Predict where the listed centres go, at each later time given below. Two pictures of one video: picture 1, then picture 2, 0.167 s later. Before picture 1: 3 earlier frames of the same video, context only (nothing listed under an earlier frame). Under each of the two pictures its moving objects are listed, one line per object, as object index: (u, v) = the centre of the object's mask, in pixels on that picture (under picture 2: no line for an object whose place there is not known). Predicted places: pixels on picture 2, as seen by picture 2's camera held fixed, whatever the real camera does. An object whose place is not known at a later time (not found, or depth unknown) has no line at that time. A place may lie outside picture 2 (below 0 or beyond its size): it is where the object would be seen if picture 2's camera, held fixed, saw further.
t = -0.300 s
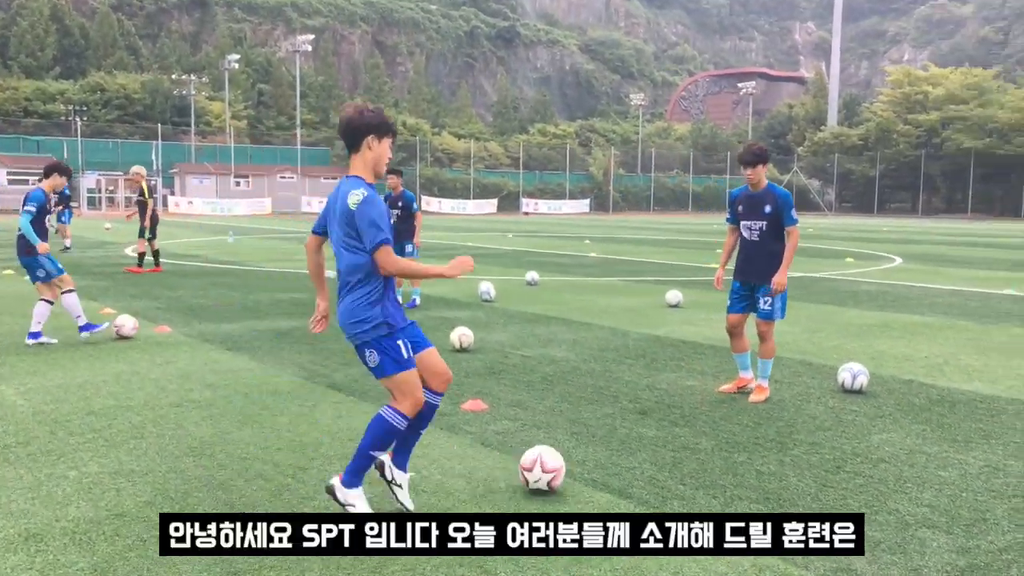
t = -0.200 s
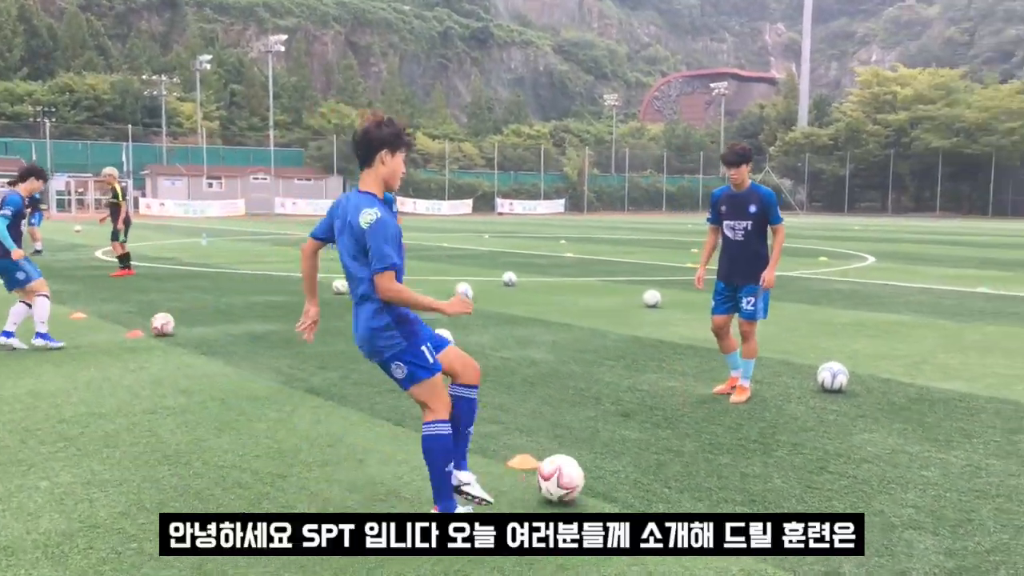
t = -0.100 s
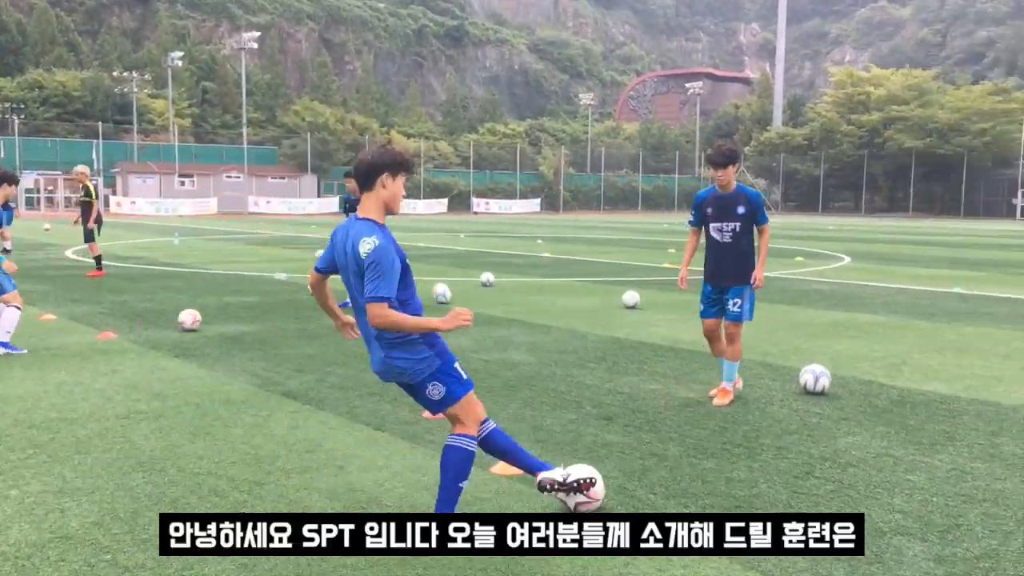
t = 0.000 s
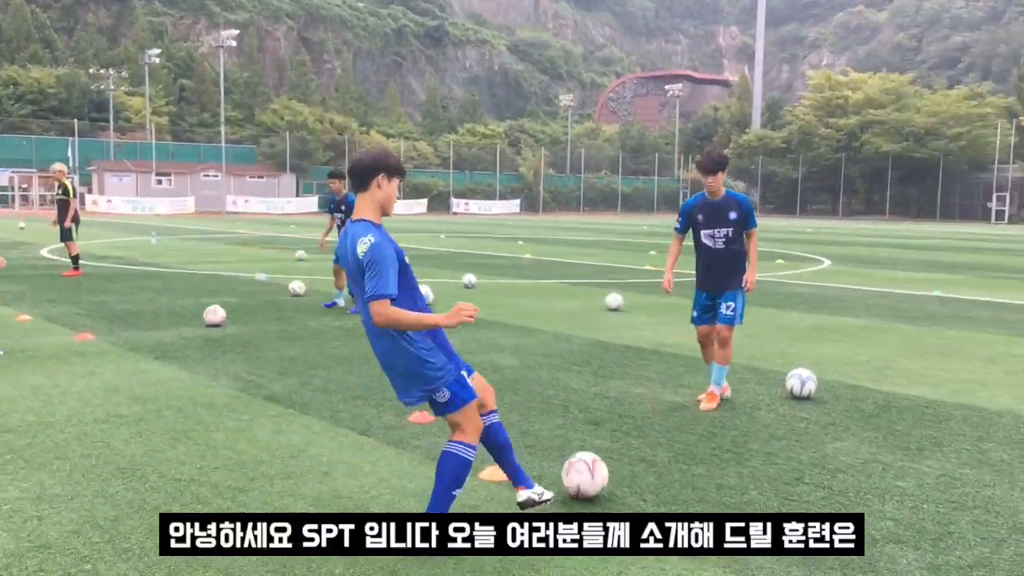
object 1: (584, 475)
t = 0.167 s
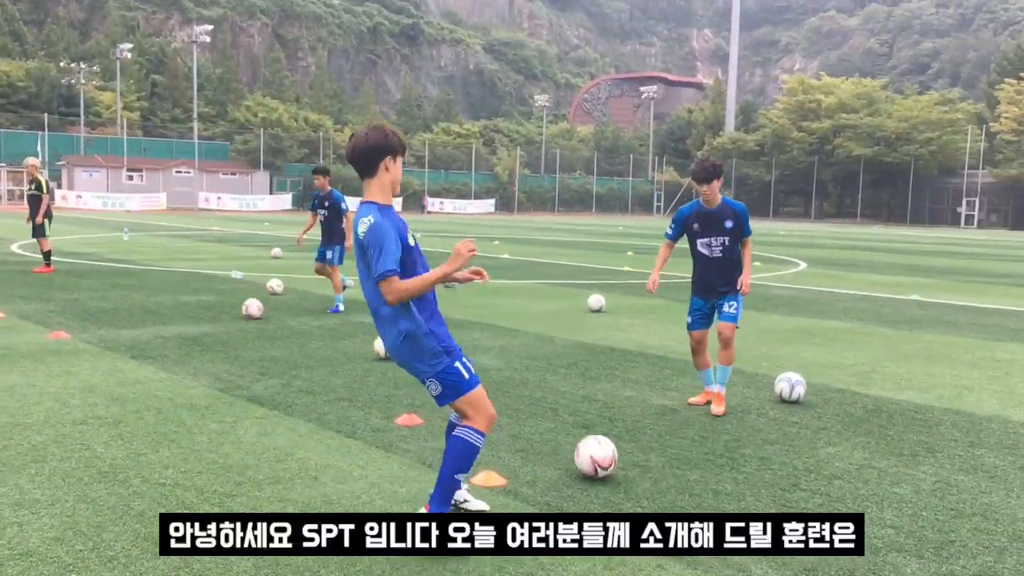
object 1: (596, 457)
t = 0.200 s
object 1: (599, 452)
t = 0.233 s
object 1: (602, 448)
